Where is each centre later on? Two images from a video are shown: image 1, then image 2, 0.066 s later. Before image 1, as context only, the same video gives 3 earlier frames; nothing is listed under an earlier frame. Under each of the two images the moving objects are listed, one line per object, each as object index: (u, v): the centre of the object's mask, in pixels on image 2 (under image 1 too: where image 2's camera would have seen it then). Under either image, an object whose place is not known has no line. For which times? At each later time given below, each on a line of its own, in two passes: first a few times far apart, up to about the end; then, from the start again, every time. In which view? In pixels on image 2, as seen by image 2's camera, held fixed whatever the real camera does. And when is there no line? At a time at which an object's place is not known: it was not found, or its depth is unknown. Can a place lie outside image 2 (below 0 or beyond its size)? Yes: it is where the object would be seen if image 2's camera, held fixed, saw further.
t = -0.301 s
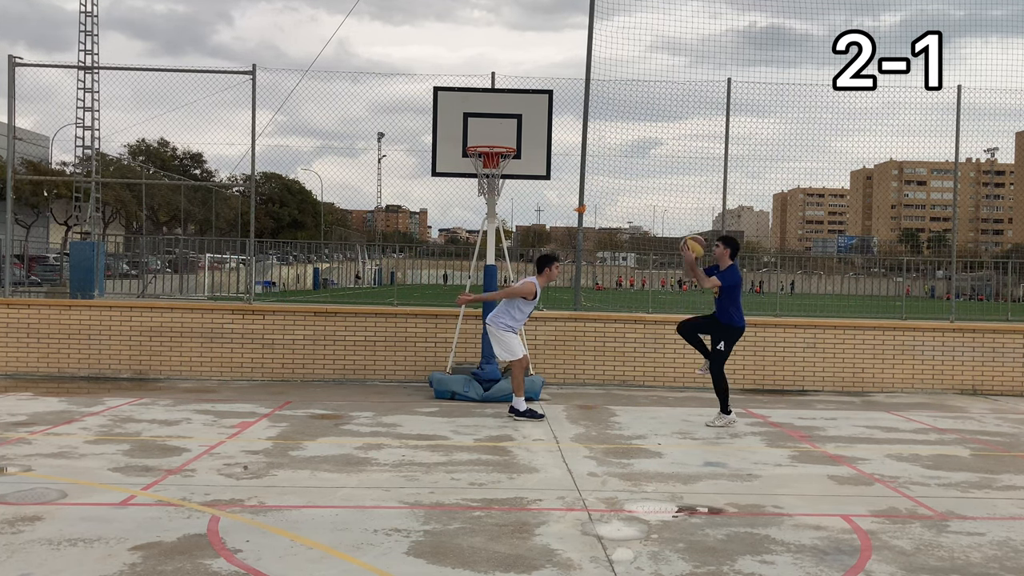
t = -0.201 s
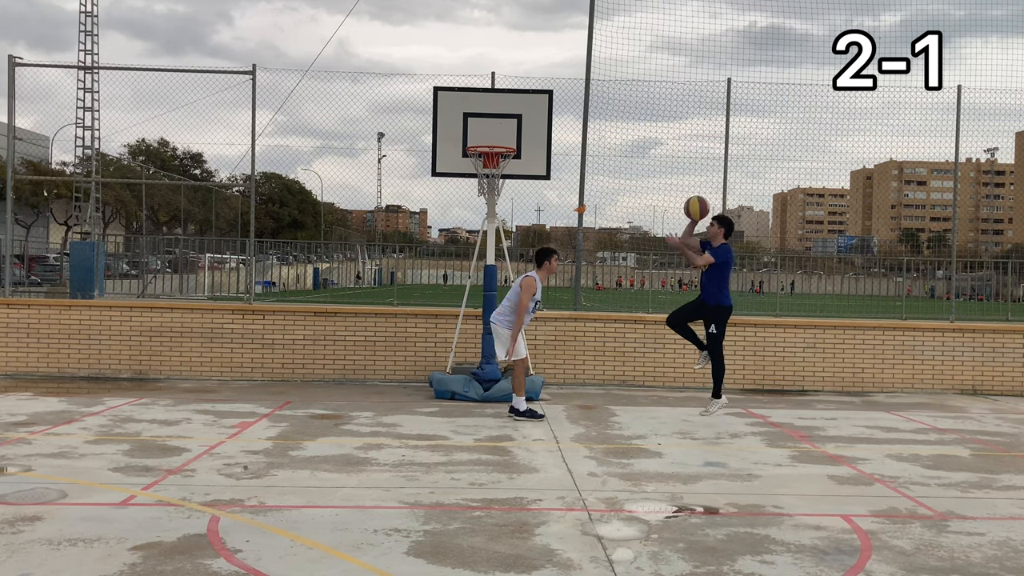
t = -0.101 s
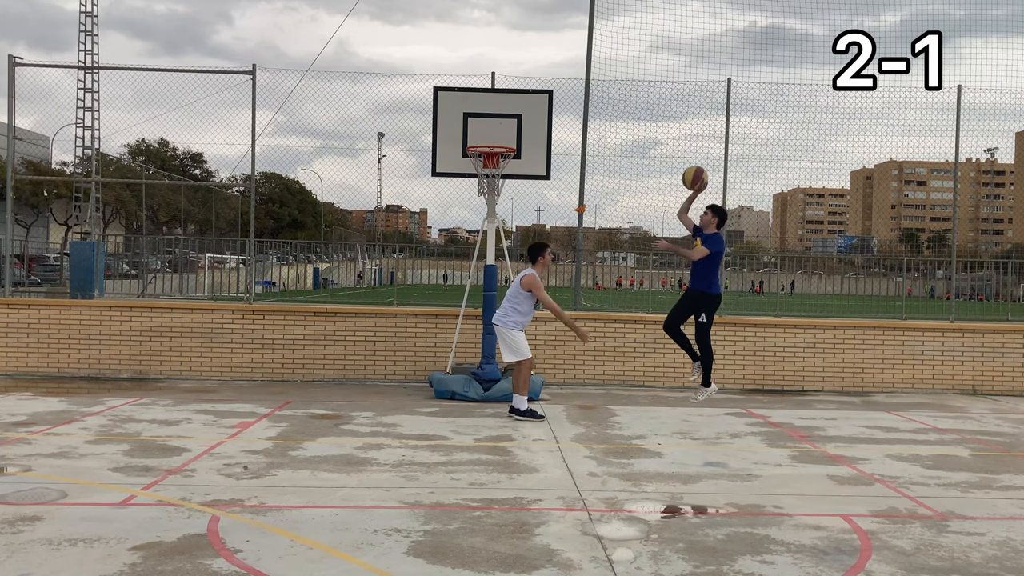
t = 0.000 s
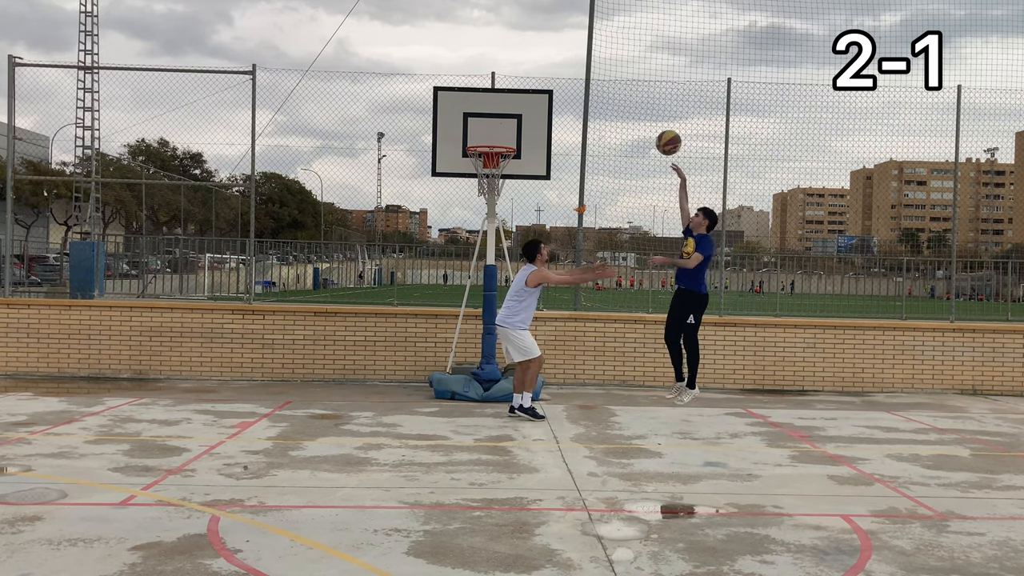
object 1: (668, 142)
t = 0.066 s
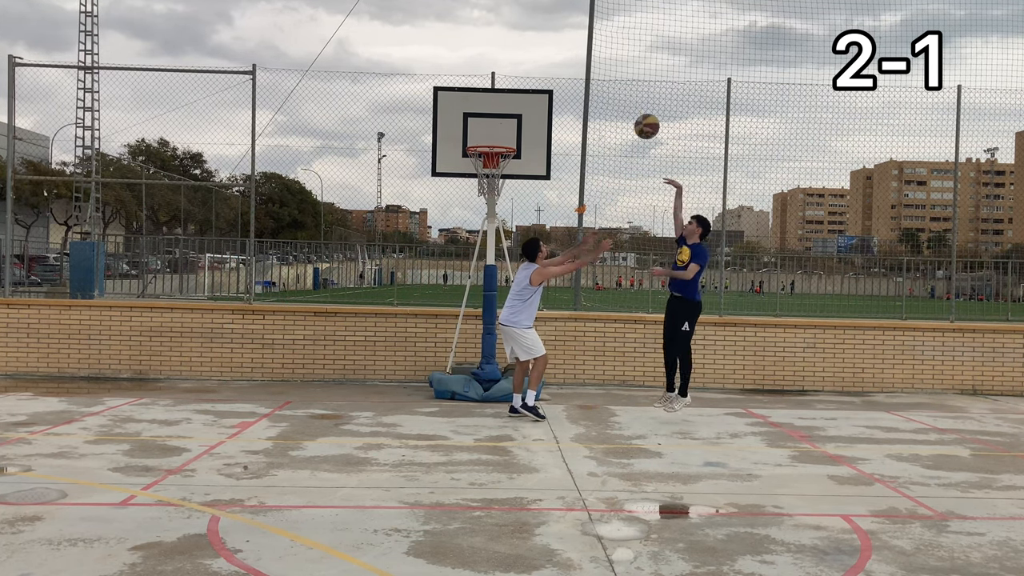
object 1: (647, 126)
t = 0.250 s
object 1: (587, 105)
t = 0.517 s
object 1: (501, 136)
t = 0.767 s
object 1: (474, 171)
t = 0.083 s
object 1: (641, 122)
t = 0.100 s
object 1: (636, 120)
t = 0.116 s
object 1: (630, 117)
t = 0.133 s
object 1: (625, 114)
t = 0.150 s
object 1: (620, 112)
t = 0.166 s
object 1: (614, 110)
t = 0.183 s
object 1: (609, 109)
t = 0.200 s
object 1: (603, 108)
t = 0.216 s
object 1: (598, 107)
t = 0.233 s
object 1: (592, 106)
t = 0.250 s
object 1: (587, 105)
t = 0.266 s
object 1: (582, 105)
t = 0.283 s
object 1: (576, 105)
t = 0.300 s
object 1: (571, 106)
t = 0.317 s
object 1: (566, 106)
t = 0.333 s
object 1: (560, 108)
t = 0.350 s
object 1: (555, 109)
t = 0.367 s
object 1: (550, 110)
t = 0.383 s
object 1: (544, 112)
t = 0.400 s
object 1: (539, 114)
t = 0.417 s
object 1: (533, 117)
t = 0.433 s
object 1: (528, 120)
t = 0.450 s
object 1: (523, 122)
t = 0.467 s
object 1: (518, 126)
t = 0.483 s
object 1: (512, 129)
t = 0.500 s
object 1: (507, 133)
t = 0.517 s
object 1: (501, 136)
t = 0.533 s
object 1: (496, 138)
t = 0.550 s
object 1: (490, 140)
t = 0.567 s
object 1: (486, 151)
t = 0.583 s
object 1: (481, 158)
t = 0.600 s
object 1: (475, 161)
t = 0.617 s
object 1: (472, 162)
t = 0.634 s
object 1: (471, 165)
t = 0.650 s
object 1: (471, 164)
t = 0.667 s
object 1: (471, 166)
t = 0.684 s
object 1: (471, 166)
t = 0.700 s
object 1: (472, 166)
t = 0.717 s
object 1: (472, 167)
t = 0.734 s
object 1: (473, 168)
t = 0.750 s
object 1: (474, 169)
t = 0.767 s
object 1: (474, 171)
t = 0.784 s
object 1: (476, 172)
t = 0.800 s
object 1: (477, 173)
